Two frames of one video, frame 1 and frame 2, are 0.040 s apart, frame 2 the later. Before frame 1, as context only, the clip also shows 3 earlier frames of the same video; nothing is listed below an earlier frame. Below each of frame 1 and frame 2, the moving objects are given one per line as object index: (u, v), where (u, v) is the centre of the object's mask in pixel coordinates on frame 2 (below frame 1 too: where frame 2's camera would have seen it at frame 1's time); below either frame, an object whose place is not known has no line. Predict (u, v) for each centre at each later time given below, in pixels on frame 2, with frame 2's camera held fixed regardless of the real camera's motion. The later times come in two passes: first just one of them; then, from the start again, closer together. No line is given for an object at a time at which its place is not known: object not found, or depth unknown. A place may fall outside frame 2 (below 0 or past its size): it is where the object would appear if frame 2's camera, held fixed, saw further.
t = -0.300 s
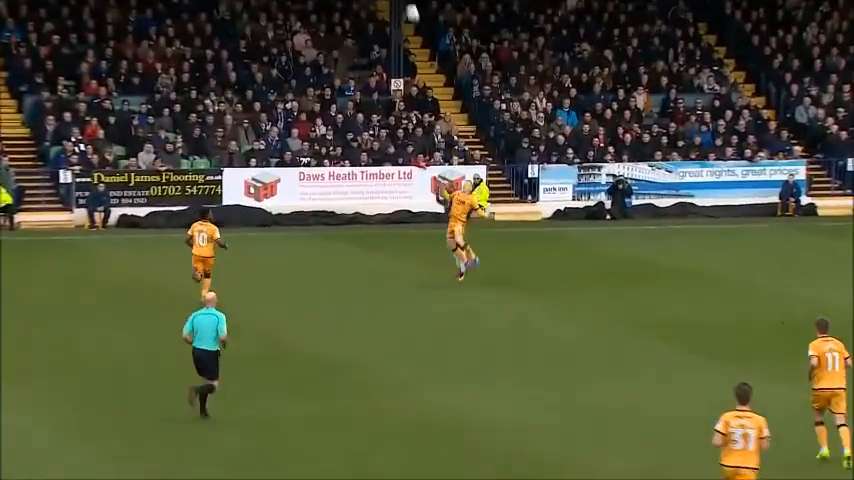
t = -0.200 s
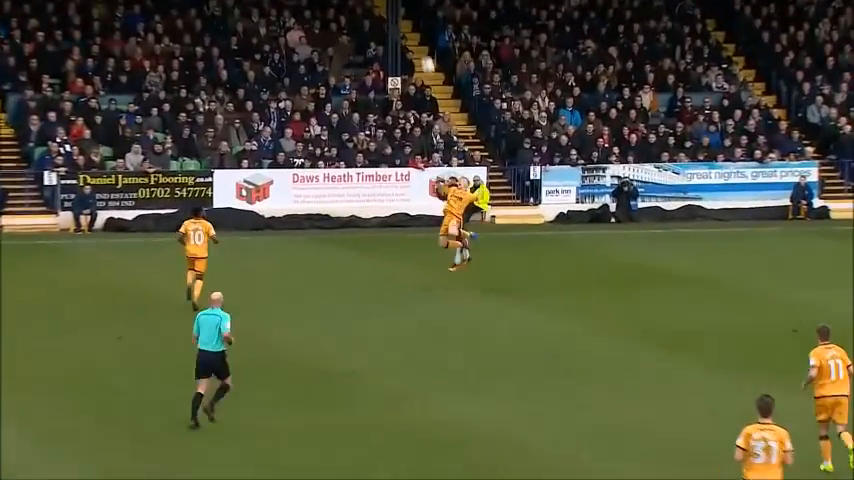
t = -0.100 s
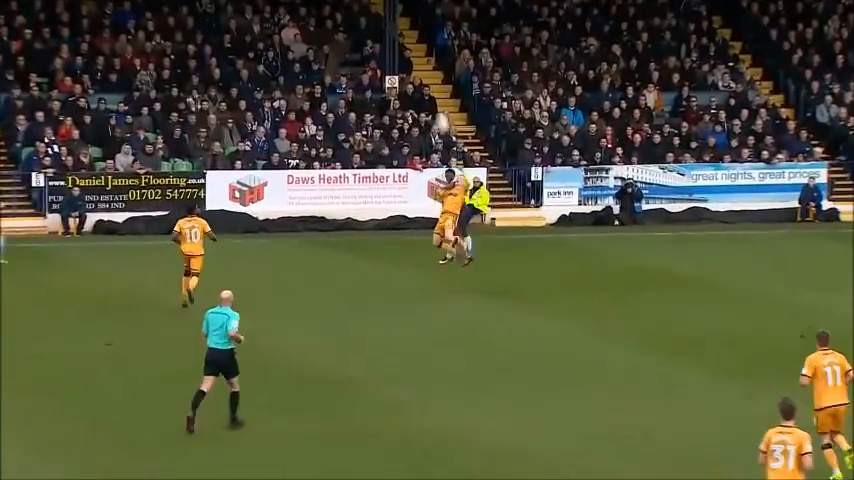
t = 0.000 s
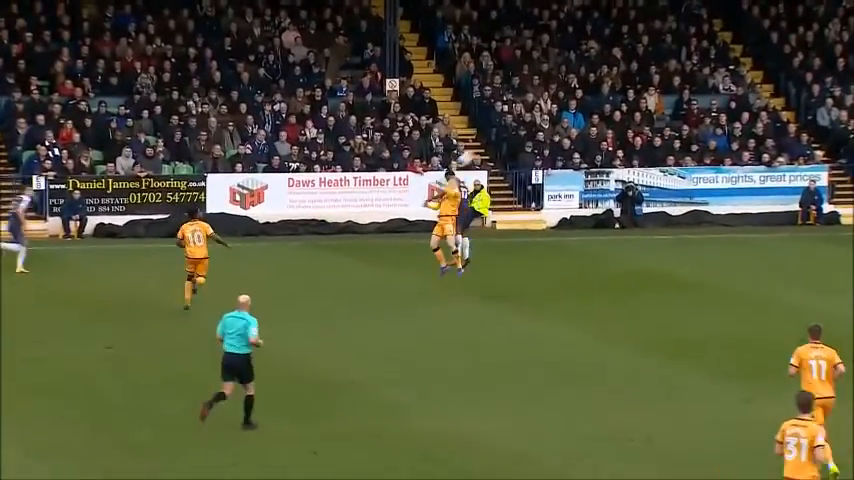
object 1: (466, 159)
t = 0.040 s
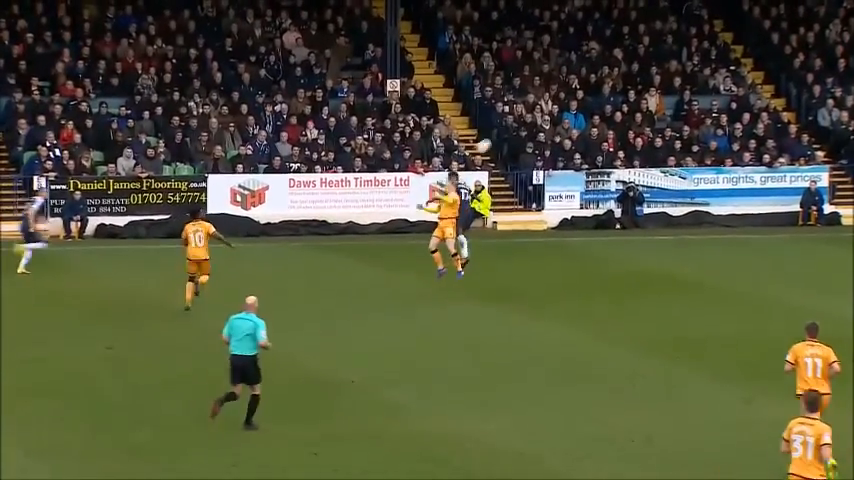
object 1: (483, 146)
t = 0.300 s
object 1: (584, 88)
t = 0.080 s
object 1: (498, 135)
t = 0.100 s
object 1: (506, 129)
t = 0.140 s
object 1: (522, 119)
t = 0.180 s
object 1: (538, 110)
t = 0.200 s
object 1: (546, 105)
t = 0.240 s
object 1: (561, 98)
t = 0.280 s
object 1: (577, 92)
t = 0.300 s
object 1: (584, 88)
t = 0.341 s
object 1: (599, 84)
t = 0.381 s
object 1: (614, 80)
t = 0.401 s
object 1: (621, 78)
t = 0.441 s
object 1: (635, 76)
